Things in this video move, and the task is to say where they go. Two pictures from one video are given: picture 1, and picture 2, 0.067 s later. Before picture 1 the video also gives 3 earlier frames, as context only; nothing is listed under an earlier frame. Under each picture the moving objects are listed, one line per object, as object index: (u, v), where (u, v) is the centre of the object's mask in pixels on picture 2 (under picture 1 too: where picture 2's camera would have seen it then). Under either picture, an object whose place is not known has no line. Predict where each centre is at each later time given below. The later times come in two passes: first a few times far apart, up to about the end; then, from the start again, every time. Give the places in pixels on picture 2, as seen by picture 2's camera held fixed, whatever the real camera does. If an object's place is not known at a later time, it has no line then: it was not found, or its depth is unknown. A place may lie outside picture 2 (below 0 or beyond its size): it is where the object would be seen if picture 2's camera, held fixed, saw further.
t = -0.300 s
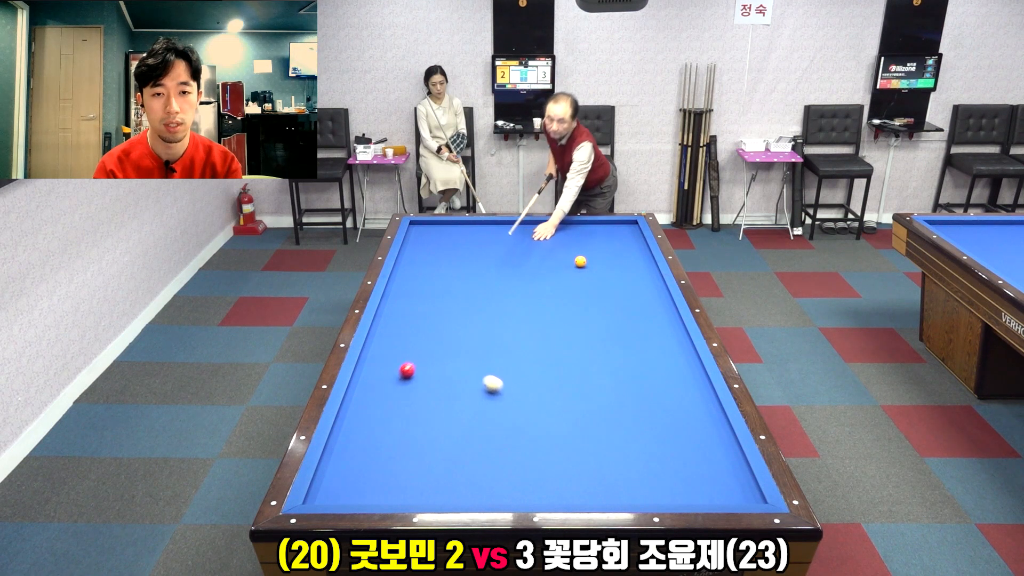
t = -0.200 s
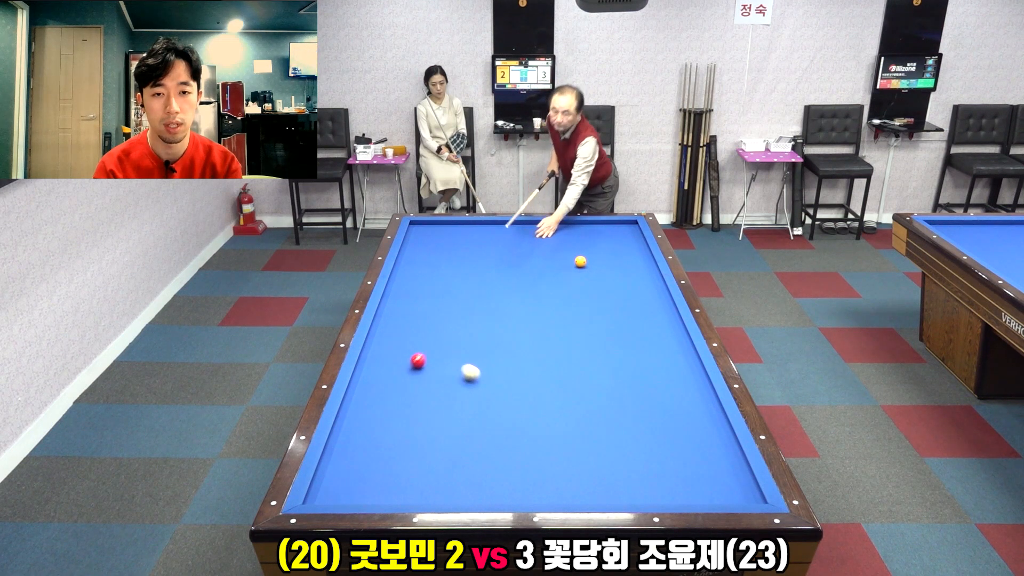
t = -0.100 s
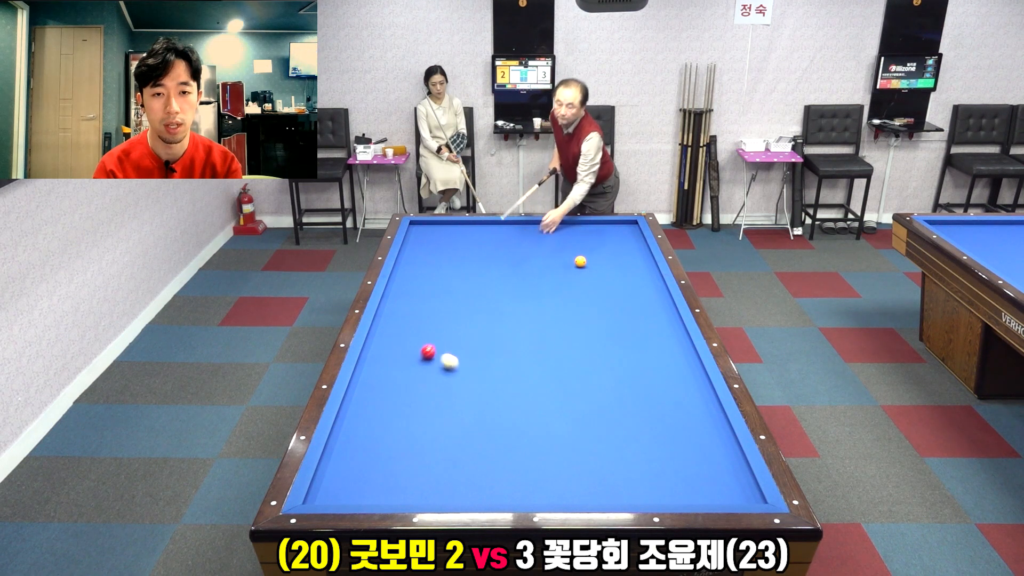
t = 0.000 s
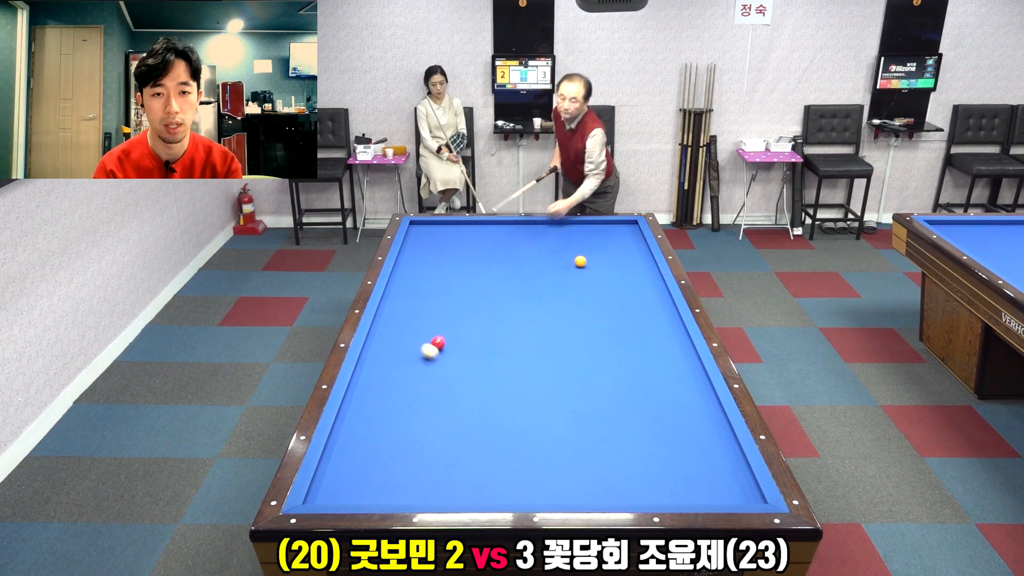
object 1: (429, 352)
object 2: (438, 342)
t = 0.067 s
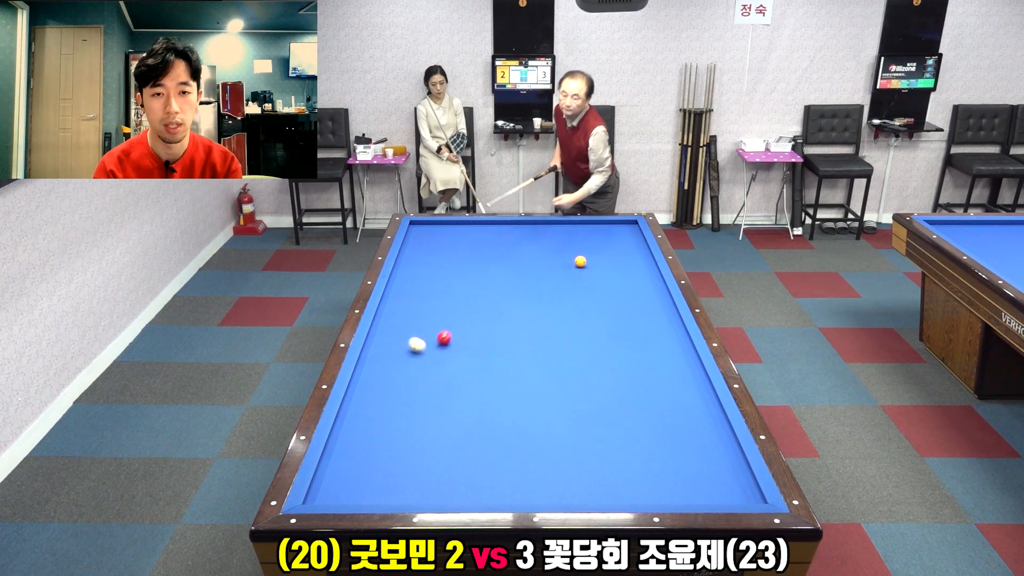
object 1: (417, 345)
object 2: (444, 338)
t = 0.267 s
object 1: (381, 327)
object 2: (461, 322)
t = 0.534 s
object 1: (412, 306)
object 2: (483, 304)
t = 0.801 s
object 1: (444, 287)
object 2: (501, 287)
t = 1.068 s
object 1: (472, 271)
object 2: (518, 272)
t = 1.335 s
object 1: (497, 256)
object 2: (534, 259)
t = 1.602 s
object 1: (520, 243)
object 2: (547, 247)
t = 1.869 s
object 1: (540, 230)
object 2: (560, 236)
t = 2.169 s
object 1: (563, 224)
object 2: (573, 224)
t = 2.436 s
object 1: (577, 230)
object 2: (593, 226)
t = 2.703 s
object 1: (592, 237)
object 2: (615, 232)
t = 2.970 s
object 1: (607, 243)
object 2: (637, 238)
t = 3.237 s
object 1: (622, 250)
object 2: (632, 243)
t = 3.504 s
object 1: (638, 257)
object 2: (623, 249)
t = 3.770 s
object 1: (650, 264)
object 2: (614, 255)
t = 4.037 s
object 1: (645, 270)
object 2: (605, 261)
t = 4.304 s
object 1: (640, 277)
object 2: (595, 267)
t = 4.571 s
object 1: (635, 284)
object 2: (586, 274)
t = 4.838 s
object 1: (630, 291)
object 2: (577, 280)
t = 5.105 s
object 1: (624, 298)
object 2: (567, 286)
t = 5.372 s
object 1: (619, 304)
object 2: (557, 292)
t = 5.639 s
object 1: (614, 312)
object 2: (548, 298)
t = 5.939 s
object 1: (608, 319)
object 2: (537, 306)
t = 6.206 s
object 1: (602, 326)
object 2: (527, 312)
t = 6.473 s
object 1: (597, 333)
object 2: (517, 318)
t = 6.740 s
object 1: (592, 340)
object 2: (507, 324)
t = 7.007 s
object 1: (586, 347)
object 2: (497, 330)
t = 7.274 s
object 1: (581, 354)
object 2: (488, 336)
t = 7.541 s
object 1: (576, 361)
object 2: (478, 342)
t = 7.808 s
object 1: (570, 368)
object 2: (469, 349)
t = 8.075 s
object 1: (565, 374)
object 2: (460, 355)
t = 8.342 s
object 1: (560, 381)
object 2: (451, 361)
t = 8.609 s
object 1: (555, 387)
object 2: (442, 366)
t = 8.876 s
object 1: (550, 394)
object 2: (434, 372)
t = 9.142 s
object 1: (545, 400)
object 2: (426, 378)
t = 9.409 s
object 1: (540, 406)
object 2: (418, 383)
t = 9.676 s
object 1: (536, 412)
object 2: (410, 388)
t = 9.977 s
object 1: (531, 418)
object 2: (402, 394)
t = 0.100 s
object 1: (410, 342)
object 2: (447, 335)
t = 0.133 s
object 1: (404, 339)
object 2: (450, 333)
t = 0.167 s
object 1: (398, 336)
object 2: (453, 330)
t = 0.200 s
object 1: (392, 333)
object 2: (456, 328)
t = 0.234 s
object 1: (387, 330)
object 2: (458, 325)
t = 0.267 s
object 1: (381, 327)
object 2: (461, 322)
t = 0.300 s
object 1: (379, 324)
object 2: (464, 320)
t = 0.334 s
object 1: (384, 321)
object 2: (467, 318)
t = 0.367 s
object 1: (390, 318)
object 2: (470, 315)
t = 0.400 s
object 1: (395, 316)
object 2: (472, 313)
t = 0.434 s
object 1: (400, 313)
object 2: (475, 311)
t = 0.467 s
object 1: (404, 311)
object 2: (477, 308)
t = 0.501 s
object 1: (408, 308)
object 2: (480, 306)
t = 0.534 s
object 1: (412, 306)
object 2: (483, 304)
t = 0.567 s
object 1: (417, 303)
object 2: (485, 302)
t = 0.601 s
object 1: (421, 301)
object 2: (487, 299)
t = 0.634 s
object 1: (425, 298)
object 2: (490, 297)
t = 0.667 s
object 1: (429, 296)
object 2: (492, 295)
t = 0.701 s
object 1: (433, 294)
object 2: (495, 293)
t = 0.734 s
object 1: (436, 292)
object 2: (497, 291)
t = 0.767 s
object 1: (440, 289)
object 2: (499, 289)
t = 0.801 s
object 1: (444, 287)
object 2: (501, 287)
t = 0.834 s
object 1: (448, 285)
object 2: (504, 285)
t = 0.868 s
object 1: (451, 283)
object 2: (506, 283)
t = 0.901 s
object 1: (455, 281)
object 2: (508, 282)
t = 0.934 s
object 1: (458, 279)
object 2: (510, 280)
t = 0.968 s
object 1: (462, 276)
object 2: (512, 278)
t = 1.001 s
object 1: (465, 275)
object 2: (514, 276)
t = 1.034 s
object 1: (469, 273)
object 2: (516, 274)
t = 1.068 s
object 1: (472, 271)
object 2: (518, 272)
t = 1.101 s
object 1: (475, 269)
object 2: (520, 271)
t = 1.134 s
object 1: (478, 267)
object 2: (522, 269)
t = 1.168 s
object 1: (482, 265)
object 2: (524, 267)
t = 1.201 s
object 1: (485, 263)
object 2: (526, 265)
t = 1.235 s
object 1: (488, 261)
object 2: (528, 264)
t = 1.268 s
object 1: (491, 259)
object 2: (530, 262)
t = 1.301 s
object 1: (494, 258)
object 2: (532, 261)
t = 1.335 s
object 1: (497, 256)
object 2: (534, 259)
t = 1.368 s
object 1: (500, 254)
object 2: (535, 257)
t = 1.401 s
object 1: (503, 252)
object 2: (537, 256)
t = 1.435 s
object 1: (506, 251)
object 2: (539, 254)
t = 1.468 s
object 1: (509, 249)
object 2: (541, 253)
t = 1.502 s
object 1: (512, 247)
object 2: (542, 251)
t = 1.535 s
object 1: (514, 246)
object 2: (544, 250)
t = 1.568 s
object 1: (517, 244)
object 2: (546, 248)
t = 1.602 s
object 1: (520, 243)
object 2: (547, 247)
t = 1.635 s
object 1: (522, 241)
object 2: (549, 245)
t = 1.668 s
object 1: (525, 239)
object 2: (551, 244)
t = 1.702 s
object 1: (528, 238)
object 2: (552, 242)
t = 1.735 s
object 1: (530, 236)
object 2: (554, 241)
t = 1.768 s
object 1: (533, 235)
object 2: (555, 240)
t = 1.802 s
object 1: (535, 233)
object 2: (557, 238)
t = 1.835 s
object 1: (538, 232)
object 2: (558, 237)
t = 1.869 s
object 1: (540, 230)
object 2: (560, 236)
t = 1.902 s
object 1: (543, 229)
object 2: (561, 234)
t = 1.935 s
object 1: (545, 228)
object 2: (563, 233)
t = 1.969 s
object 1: (547, 226)
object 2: (565, 232)
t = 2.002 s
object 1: (550, 225)
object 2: (566, 230)
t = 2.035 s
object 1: (552, 224)
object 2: (567, 229)
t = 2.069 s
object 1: (554, 222)
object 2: (569, 228)
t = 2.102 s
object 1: (557, 222)
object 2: (570, 227)
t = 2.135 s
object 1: (560, 223)
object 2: (572, 225)
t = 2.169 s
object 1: (563, 224)
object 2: (573, 224)
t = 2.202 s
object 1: (564, 225)
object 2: (575, 223)
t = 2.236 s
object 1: (566, 226)
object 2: (577, 222)
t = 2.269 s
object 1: (568, 227)
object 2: (580, 222)
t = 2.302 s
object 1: (570, 228)
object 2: (583, 223)
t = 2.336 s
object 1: (572, 228)
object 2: (585, 224)
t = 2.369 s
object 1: (574, 229)
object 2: (588, 225)
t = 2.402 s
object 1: (575, 230)
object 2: (590, 225)
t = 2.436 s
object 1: (577, 230)
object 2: (593, 226)
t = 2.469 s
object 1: (579, 231)
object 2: (596, 227)
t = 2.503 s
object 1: (581, 232)
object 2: (599, 227)
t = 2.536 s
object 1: (583, 233)
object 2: (601, 228)
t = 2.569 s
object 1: (584, 234)
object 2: (604, 229)
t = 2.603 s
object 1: (586, 235)
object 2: (607, 230)
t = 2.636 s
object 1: (588, 235)
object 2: (609, 230)
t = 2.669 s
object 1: (590, 236)
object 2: (612, 231)
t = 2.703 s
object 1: (592, 237)
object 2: (615, 232)
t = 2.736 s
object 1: (594, 238)
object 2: (618, 232)
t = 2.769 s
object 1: (595, 239)
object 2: (620, 233)
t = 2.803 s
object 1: (597, 239)
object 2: (623, 234)
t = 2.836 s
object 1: (599, 240)
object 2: (626, 235)
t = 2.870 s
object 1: (601, 241)
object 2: (629, 235)
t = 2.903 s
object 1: (603, 242)
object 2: (631, 236)
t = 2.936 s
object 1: (605, 243)
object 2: (634, 237)
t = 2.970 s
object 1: (607, 243)
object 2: (637, 238)
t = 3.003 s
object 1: (609, 244)
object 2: (640, 238)
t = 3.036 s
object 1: (611, 245)
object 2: (639, 239)
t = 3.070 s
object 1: (612, 246)
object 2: (638, 240)
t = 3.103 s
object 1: (614, 247)
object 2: (637, 241)
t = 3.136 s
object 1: (616, 248)
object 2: (636, 241)
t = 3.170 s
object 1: (618, 248)
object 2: (635, 242)
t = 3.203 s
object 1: (620, 249)
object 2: (633, 243)
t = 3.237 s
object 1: (622, 250)
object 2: (632, 243)
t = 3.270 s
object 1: (624, 251)
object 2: (632, 244)
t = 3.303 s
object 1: (626, 252)
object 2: (631, 244)
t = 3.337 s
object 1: (628, 253)
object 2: (629, 244)
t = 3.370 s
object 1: (630, 253)
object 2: (628, 245)
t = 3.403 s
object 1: (632, 254)
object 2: (626, 246)
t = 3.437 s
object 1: (634, 255)
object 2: (625, 248)
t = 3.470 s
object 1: (636, 256)
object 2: (624, 249)
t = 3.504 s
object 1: (638, 257)
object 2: (623, 249)
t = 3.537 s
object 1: (640, 258)
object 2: (622, 250)
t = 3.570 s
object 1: (642, 259)
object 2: (621, 251)
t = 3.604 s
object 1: (644, 259)
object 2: (620, 252)
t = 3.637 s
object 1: (646, 260)
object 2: (619, 252)
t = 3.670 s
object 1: (648, 261)
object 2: (617, 253)
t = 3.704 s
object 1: (650, 262)
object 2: (616, 254)
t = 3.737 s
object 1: (650, 263)
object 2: (615, 254)
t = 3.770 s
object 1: (650, 264)
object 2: (614, 255)
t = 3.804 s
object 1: (649, 264)
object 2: (613, 256)
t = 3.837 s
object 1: (649, 265)
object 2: (612, 257)
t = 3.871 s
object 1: (648, 266)
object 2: (610, 258)
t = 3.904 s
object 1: (647, 267)
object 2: (609, 258)
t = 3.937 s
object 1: (647, 268)
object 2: (608, 259)
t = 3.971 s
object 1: (646, 269)
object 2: (607, 260)
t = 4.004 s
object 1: (646, 270)
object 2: (606, 261)
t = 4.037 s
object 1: (645, 270)
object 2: (605, 261)
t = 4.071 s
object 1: (644, 271)
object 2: (604, 262)
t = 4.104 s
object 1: (644, 272)
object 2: (602, 263)
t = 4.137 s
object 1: (643, 273)
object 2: (601, 264)
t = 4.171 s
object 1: (642, 274)
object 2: (600, 264)
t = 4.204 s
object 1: (642, 275)
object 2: (599, 265)
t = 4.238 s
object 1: (641, 275)
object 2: (598, 266)
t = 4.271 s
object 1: (641, 276)
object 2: (596, 267)
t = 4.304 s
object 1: (640, 277)
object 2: (595, 267)
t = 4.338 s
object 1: (639, 278)
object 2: (594, 268)
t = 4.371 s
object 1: (639, 279)
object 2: (593, 269)
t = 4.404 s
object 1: (638, 280)
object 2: (592, 270)
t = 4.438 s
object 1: (638, 281)
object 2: (591, 271)
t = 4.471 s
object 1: (637, 281)
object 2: (589, 271)
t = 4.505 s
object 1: (636, 282)
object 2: (588, 272)
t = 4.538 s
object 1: (636, 283)
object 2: (587, 273)
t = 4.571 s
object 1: (635, 284)
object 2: (586, 274)
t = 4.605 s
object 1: (634, 285)
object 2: (585, 274)
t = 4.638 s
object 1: (634, 286)
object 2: (584, 275)
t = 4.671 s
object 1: (633, 286)
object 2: (582, 276)
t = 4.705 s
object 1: (632, 287)
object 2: (581, 276)
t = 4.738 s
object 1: (632, 288)
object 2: (580, 277)
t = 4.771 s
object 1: (631, 289)
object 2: (579, 278)
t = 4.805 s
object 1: (630, 290)
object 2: (578, 279)
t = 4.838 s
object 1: (630, 291)
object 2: (577, 280)
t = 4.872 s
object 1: (629, 292)
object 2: (575, 280)
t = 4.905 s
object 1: (629, 293)
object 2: (574, 281)
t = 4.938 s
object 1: (628, 293)
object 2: (573, 282)
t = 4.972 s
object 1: (627, 294)
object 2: (572, 283)
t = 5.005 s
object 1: (627, 295)
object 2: (570, 284)
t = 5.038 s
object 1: (626, 296)
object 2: (569, 284)
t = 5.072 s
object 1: (625, 297)
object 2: (568, 285)
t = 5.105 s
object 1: (624, 298)
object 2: (567, 286)
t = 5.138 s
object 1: (624, 299)
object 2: (566, 287)
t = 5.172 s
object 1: (623, 299)
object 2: (564, 287)
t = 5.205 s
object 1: (623, 300)
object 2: (563, 288)
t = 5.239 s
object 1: (622, 301)
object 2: (562, 289)
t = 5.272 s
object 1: (621, 302)
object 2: (561, 290)
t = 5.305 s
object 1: (621, 303)
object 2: (560, 291)
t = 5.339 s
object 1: (620, 304)
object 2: (558, 291)
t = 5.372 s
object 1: (619, 304)
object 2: (557, 292)
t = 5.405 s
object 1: (619, 305)
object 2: (556, 293)
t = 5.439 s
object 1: (618, 306)
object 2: (555, 294)
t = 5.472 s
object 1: (617, 307)
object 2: (554, 295)
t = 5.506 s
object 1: (617, 308)
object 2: (552, 295)
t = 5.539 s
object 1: (616, 309)
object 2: (551, 296)
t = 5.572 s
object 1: (615, 310)
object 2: (550, 297)
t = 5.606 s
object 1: (615, 311)
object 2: (549, 298)
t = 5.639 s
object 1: (614, 312)
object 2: (548, 298)
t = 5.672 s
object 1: (613, 312)
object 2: (546, 299)
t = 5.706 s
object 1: (613, 313)
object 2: (545, 300)
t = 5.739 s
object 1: (612, 314)
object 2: (544, 301)
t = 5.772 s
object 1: (611, 315)
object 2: (543, 302)
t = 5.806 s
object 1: (611, 316)
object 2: (541, 302)
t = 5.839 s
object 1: (610, 317)
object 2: (540, 303)
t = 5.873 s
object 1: (609, 317)
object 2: (539, 304)
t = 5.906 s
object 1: (609, 318)
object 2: (538, 305)
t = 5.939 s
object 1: (608, 319)
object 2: (537, 306)
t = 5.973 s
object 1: (607, 320)
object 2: (535, 306)
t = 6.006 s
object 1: (606, 321)
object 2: (534, 307)
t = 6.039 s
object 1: (606, 322)
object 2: (533, 308)
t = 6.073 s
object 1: (605, 323)
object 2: (531, 309)
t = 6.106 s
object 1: (604, 324)
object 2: (530, 309)
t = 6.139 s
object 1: (604, 325)
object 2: (529, 310)
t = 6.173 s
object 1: (603, 325)
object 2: (528, 311)
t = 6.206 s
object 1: (602, 326)
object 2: (527, 312)
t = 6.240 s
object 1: (602, 327)
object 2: (525, 313)
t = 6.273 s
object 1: (601, 328)
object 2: (524, 313)
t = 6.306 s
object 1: (601, 329)
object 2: (523, 314)
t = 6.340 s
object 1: (600, 330)
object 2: (522, 315)
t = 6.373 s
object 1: (599, 331)
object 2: (521, 316)
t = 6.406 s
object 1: (598, 331)
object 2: (519, 316)
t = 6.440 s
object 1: (598, 332)
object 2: (518, 317)
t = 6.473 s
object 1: (597, 333)
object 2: (517, 318)
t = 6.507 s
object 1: (596, 334)
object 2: (516, 319)
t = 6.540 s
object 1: (596, 335)
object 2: (514, 319)
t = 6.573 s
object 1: (595, 336)
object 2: (513, 320)
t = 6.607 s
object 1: (594, 337)
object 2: (512, 321)
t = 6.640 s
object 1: (594, 338)
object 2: (511, 322)
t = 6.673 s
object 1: (593, 338)
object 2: (510, 323)
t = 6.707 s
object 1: (592, 339)
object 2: (508, 323)
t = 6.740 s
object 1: (592, 340)
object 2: (507, 324)
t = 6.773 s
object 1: (591, 341)
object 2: (506, 325)
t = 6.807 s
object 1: (590, 342)
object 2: (505, 326)
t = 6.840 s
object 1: (590, 343)
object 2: (504, 326)
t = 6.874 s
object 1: (589, 344)
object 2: (502, 327)
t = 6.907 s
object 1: (588, 345)
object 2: (501, 328)
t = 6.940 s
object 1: (588, 345)
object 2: (500, 329)
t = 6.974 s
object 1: (587, 346)
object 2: (499, 330)
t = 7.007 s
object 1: (586, 347)
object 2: (497, 330)
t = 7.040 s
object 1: (586, 348)
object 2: (496, 331)
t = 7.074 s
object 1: (585, 349)
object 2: (495, 332)
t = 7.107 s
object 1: (584, 350)
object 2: (494, 332)
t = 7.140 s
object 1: (584, 351)
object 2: (493, 333)
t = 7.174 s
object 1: (583, 352)
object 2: (491, 334)
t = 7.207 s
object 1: (582, 352)
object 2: (490, 335)
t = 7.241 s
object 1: (582, 353)
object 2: (489, 336)
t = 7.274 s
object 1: (581, 354)
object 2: (488, 336)
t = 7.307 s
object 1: (580, 355)
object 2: (487, 337)
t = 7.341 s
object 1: (580, 356)
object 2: (485, 338)
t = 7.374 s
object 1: (579, 357)
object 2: (484, 339)
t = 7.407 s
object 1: (578, 357)
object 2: (483, 340)
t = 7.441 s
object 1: (578, 358)
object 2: (482, 340)
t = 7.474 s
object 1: (577, 359)
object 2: (481, 341)
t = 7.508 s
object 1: (576, 360)
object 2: (480, 342)
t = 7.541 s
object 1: (576, 361)
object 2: (478, 342)
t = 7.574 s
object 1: (575, 362)
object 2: (477, 343)
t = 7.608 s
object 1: (574, 363)
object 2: (476, 344)
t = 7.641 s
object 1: (574, 363)
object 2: (475, 345)
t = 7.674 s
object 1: (573, 364)
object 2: (474, 346)
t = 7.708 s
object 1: (572, 365)
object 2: (472, 346)
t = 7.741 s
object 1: (572, 366)
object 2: (471, 347)
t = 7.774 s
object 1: (571, 367)
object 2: (470, 348)
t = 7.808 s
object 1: (570, 368)
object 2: (469, 349)
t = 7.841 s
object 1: (570, 369)
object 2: (468, 349)
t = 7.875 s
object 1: (569, 370)
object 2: (467, 350)
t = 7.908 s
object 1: (568, 370)
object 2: (465, 351)
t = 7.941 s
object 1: (568, 371)
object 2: (464, 352)
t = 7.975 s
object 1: (567, 372)
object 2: (463, 352)
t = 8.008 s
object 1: (567, 373)
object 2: (462, 353)
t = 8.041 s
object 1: (566, 374)
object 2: (461, 354)
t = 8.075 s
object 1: (565, 374)
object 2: (460, 355)
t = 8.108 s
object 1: (565, 375)
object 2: (459, 355)
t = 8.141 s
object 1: (564, 376)
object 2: (458, 356)
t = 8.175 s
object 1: (563, 377)
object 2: (457, 357)
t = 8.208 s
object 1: (563, 378)
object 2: (456, 358)
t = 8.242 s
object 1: (562, 378)
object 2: (454, 358)
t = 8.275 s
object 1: (561, 379)
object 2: (453, 359)
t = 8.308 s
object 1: (561, 380)
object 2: (452, 360)
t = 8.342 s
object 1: (560, 381)
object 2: (451, 361)
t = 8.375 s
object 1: (560, 382)
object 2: (450, 361)
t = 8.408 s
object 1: (559, 383)
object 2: (449, 362)
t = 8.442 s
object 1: (558, 383)
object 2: (448, 363)
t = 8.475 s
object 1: (558, 384)
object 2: (447, 364)
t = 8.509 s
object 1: (557, 385)
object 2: (446, 364)
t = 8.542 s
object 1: (556, 386)
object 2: (444, 365)
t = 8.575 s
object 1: (556, 387)
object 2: (443, 366)
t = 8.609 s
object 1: (555, 387)
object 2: (442, 366)
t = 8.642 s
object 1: (554, 388)
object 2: (441, 367)
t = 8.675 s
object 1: (554, 389)
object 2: (440, 368)
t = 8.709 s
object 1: (553, 390)
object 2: (439, 369)
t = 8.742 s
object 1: (553, 391)
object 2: (438, 369)
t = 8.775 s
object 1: (552, 391)
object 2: (437, 370)
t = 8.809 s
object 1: (551, 392)
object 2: (436, 371)
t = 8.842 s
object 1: (551, 393)
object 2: (435, 371)
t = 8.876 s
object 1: (550, 394)
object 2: (434, 372)
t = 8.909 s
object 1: (550, 395)
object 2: (433, 373)
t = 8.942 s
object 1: (549, 395)
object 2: (432, 374)
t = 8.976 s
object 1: (548, 396)
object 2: (431, 374)
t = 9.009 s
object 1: (548, 397)
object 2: (430, 375)
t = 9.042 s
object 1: (547, 397)
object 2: (429, 375)
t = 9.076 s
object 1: (546, 398)
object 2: (428, 376)
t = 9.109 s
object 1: (546, 399)
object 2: (427, 377)
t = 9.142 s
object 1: (545, 400)
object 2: (426, 378)
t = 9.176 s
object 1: (545, 400)
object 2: (425, 378)
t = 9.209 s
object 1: (544, 401)
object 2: (424, 379)
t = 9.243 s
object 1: (543, 402)
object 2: (423, 380)
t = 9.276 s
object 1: (543, 403)
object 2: (422, 381)
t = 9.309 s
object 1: (542, 404)
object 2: (421, 381)
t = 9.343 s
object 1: (541, 404)
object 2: (420, 382)
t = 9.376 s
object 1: (541, 405)
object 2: (419, 383)
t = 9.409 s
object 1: (540, 406)
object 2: (418, 383)
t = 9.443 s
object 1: (540, 407)
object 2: (417, 384)
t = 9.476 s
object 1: (539, 407)
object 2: (416, 385)
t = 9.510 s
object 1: (539, 408)
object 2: (415, 385)
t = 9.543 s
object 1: (538, 409)
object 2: (414, 386)
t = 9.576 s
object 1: (537, 409)
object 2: (413, 387)
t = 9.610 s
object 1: (537, 410)
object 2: (412, 387)
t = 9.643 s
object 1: (536, 411)
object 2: (411, 388)
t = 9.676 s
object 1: (536, 412)
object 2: (410, 388)
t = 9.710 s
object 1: (535, 412)
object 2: (409, 389)
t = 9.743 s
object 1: (534, 413)
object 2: (408, 390)
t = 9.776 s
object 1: (534, 414)
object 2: (407, 391)
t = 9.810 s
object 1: (533, 414)
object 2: (406, 391)
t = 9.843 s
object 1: (533, 415)
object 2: (405, 392)
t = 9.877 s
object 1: (532, 416)
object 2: (405, 393)
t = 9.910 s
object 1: (532, 416)
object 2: (404, 393)
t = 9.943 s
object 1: (531, 417)
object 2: (403, 394)
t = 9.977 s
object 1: (531, 418)
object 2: (402, 394)
